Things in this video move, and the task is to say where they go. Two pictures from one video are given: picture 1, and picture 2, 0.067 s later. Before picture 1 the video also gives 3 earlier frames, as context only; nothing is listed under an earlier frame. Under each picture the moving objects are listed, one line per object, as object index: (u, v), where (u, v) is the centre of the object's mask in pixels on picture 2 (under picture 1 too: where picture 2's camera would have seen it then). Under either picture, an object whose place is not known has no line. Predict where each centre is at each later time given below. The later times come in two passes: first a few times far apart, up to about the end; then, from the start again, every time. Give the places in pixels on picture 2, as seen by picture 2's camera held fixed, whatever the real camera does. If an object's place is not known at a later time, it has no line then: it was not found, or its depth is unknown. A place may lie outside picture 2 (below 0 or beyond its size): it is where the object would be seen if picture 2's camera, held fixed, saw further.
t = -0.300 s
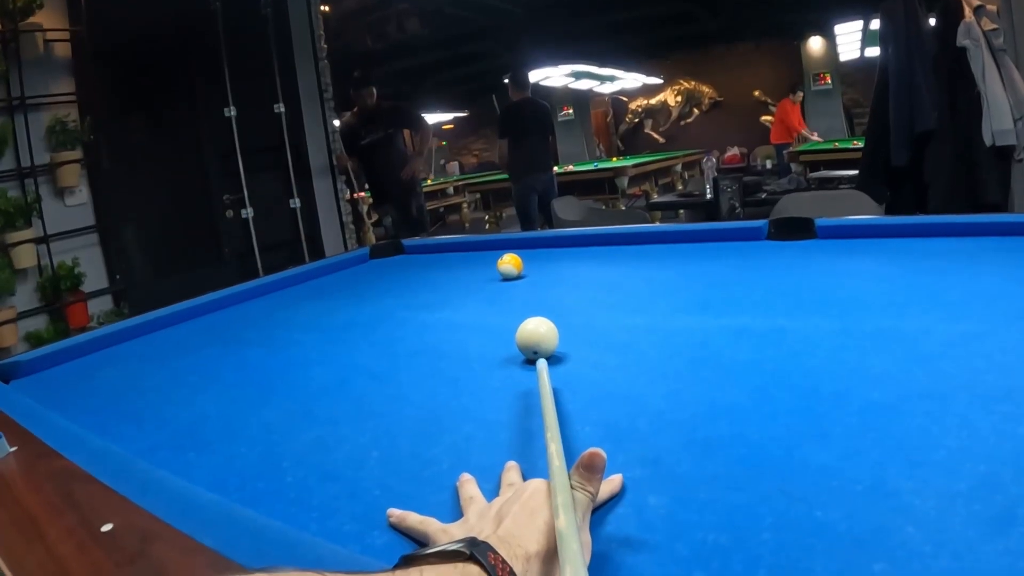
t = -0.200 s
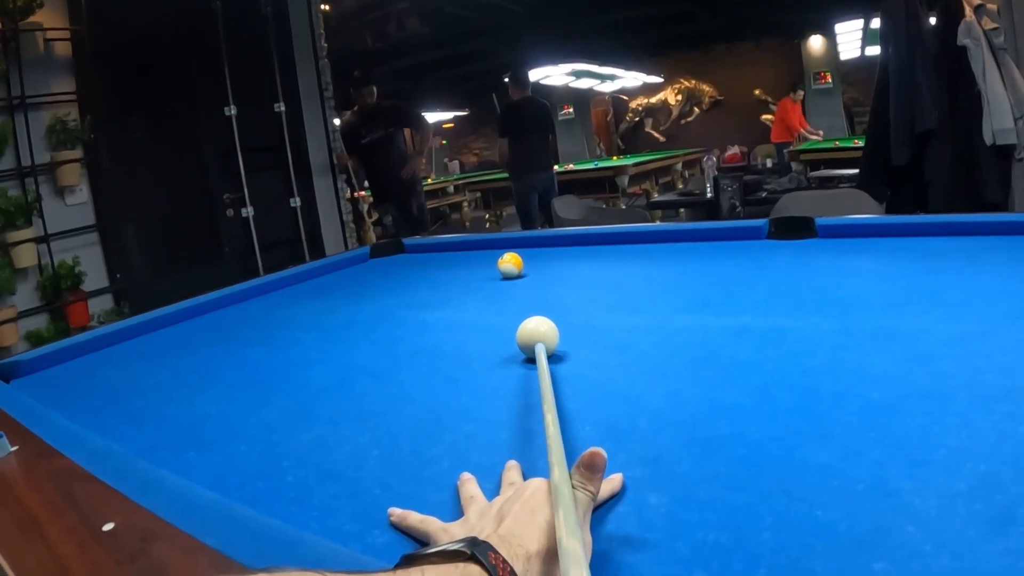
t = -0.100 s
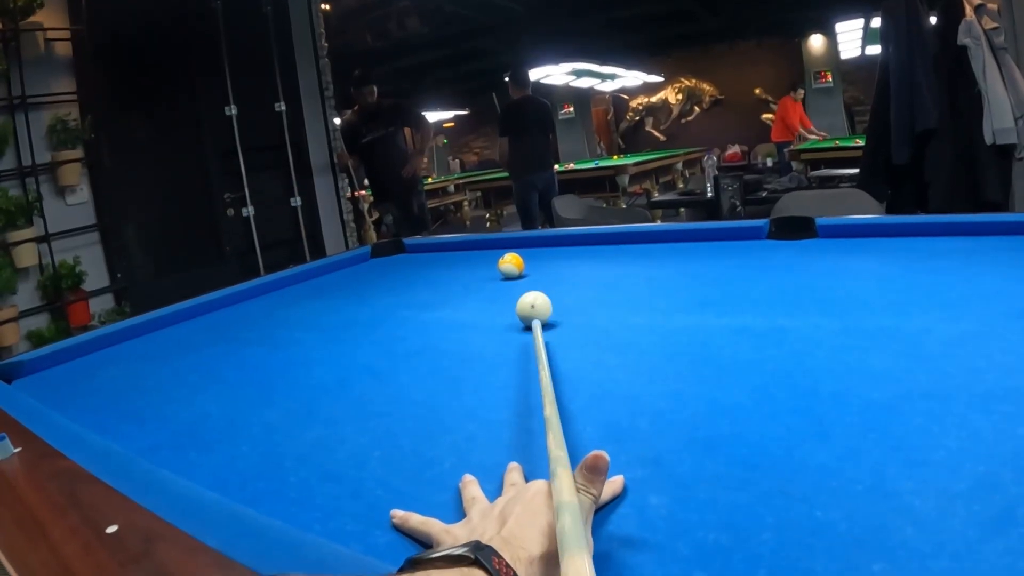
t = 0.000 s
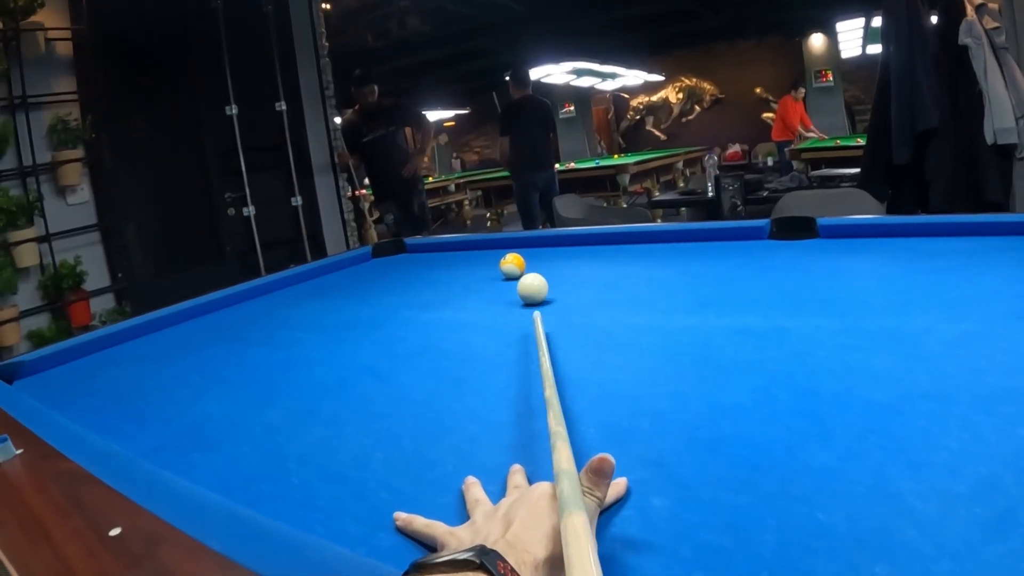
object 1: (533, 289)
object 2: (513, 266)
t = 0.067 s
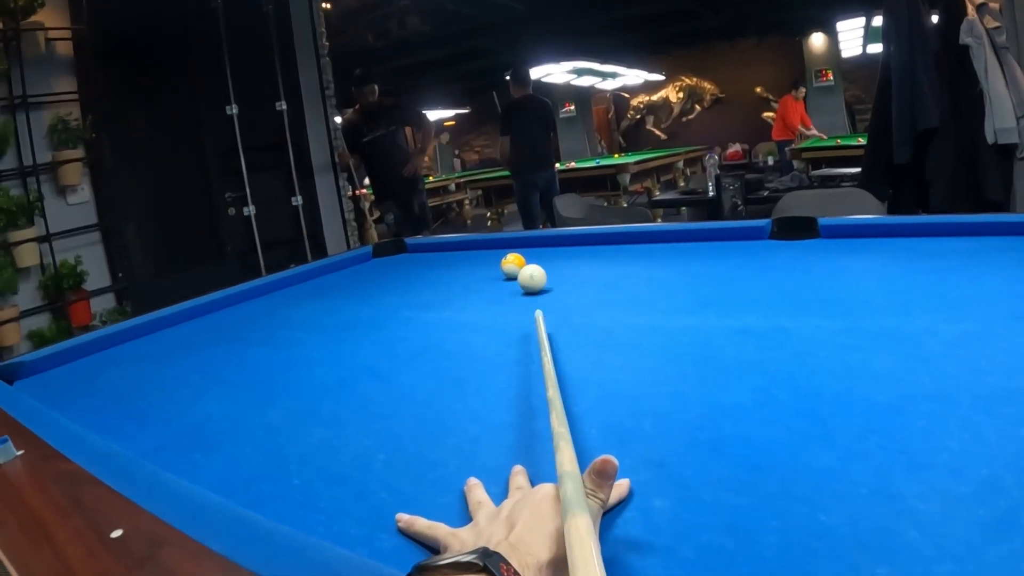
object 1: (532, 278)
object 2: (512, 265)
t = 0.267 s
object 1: (555, 258)
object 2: (490, 263)
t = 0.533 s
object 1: (596, 239)
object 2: (452, 258)
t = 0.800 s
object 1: (589, 245)
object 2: (423, 255)
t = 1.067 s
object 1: (572, 254)
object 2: (398, 252)
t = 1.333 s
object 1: (552, 266)
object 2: (381, 249)
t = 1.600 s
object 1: (531, 279)
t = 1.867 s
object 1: (506, 293)
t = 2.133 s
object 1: (478, 309)
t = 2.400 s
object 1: (447, 330)
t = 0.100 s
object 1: (531, 274)
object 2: (512, 265)
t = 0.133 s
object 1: (531, 270)
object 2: (511, 265)
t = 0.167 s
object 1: (533, 266)
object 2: (510, 265)
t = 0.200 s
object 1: (541, 263)
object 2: (503, 264)
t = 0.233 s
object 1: (548, 260)
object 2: (496, 263)
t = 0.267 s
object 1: (555, 258)
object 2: (490, 263)
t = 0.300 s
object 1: (561, 255)
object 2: (485, 262)
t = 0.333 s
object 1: (566, 253)
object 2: (480, 262)
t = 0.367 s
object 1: (572, 251)
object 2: (475, 261)
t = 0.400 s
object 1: (577, 248)
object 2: (470, 260)
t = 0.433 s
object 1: (582, 246)
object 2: (465, 260)
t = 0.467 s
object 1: (587, 244)
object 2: (461, 259)
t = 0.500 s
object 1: (591, 241)
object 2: (457, 259)
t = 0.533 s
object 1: (596, 239)
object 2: (452, 258)
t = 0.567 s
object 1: (600, 237)
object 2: (448, 258)
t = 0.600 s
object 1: (601, 237)
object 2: (444, 257)
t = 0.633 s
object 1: (598, 239)
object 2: (440, 257)
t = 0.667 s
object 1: (597, 240)
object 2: (437, 256)
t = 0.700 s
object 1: (595, 241)
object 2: (433, 256)
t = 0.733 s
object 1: (593, 242)
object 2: (429, 256)
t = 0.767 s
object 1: (591, 243)
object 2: (426, 255)
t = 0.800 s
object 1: (589, 245)
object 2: (423, 255)
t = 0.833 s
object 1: (587, 246)
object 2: (419, 254)
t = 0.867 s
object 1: (585, 247)
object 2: (416, 254)
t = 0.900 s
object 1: (582, 248)
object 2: (413, 254)
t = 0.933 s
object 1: (580, 250)
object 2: (410, 253)
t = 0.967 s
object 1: (578, 251)
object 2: (407, 253)
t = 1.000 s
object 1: (576, 252)
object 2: (404, 252)
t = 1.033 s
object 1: (574, 253)
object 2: (401, 252)
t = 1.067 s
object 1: (572, 254)
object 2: (398, 252)
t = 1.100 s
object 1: (569, 256)
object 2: (396, 252)
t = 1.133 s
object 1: (567, 257)
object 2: (393, 251)
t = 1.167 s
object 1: (565, 259)
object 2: (390, 251)
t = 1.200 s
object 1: (562, 260)
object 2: (388, 251)
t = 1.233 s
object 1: (560, 262)
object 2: (385, 250)
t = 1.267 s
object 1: (557, 263)
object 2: (383, 250)
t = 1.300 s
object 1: (555, 265)
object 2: (381, 250)
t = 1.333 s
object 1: (552, 266)
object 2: (381, 249)
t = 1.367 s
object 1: (550, 268)
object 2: (383, 249)
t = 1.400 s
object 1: (547, 269)
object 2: (384, 248)
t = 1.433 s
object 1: (544, 271)
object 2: (386, 247)
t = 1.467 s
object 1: (542, 272)
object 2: (387, 248)
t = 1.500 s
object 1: (539, 274)
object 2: (389, 249)
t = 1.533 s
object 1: (536, 276)
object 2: (391, 253)
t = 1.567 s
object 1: (533, 277)
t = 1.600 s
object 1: (531, 279)
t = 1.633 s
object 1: (528, 281)
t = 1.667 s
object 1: (525, 282)
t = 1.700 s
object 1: (522, 284)
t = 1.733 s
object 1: (519, 286)
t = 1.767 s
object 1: (516, 288)
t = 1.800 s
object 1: (512, 289)
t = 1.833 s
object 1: (509, 291)
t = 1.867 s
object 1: (506, 293)
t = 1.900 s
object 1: (503, 295)
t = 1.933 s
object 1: (499, 297)
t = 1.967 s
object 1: (496, 299)
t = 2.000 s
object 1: (493, 301)
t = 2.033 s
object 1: (489, 303)
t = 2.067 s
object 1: (486, 305)
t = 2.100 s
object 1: (482, 307)
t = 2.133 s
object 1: (478, 309)
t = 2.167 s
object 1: (475, 312)
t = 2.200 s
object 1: (471, 314)
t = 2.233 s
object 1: (467, 316)
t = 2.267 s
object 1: (463, 319)
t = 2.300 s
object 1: (459, 322)
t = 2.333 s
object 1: (455, 324)
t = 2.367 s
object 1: (451, 327)
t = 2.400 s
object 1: (447, 330)
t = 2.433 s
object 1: (443, 333)
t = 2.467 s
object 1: (438, 336)
